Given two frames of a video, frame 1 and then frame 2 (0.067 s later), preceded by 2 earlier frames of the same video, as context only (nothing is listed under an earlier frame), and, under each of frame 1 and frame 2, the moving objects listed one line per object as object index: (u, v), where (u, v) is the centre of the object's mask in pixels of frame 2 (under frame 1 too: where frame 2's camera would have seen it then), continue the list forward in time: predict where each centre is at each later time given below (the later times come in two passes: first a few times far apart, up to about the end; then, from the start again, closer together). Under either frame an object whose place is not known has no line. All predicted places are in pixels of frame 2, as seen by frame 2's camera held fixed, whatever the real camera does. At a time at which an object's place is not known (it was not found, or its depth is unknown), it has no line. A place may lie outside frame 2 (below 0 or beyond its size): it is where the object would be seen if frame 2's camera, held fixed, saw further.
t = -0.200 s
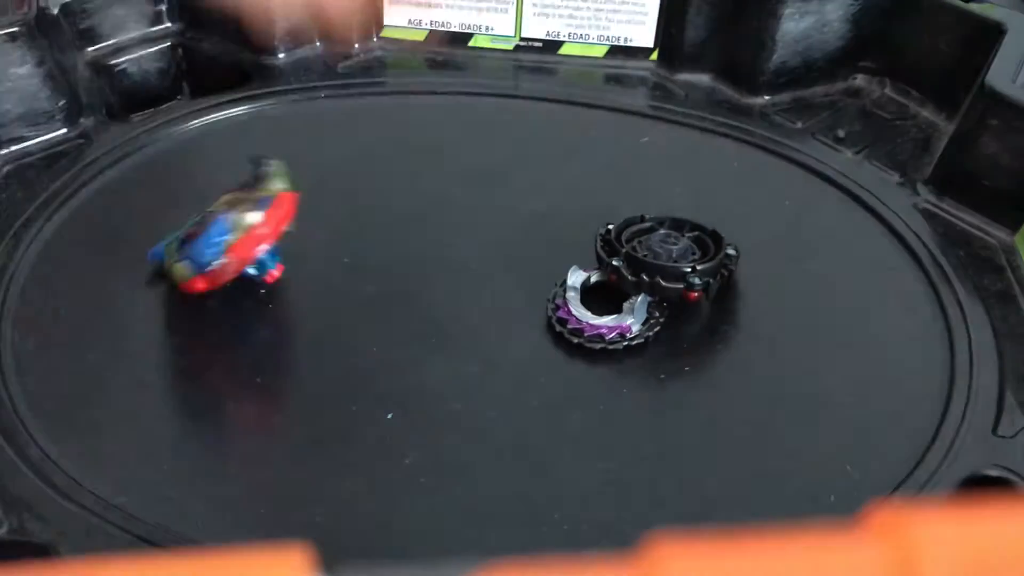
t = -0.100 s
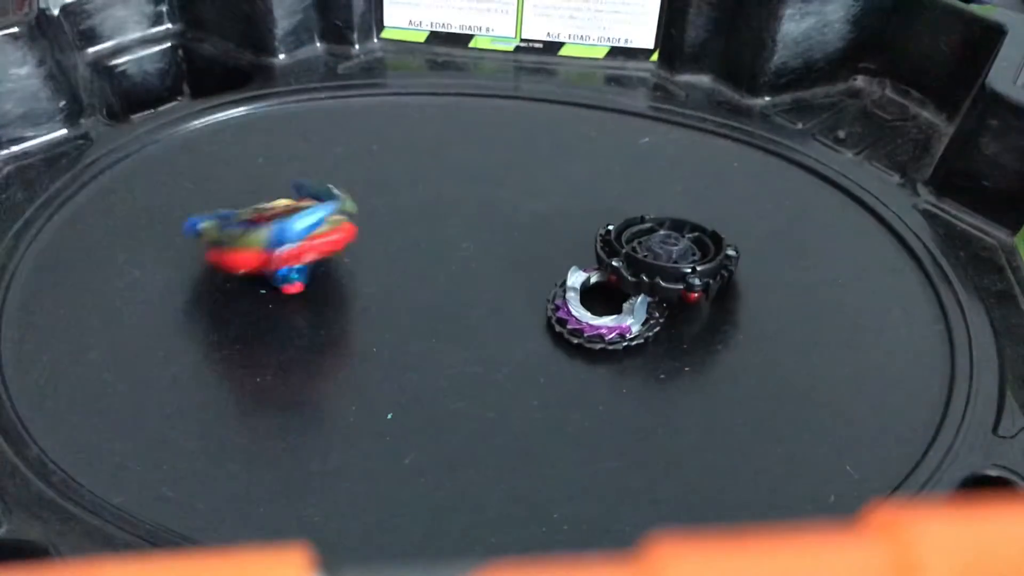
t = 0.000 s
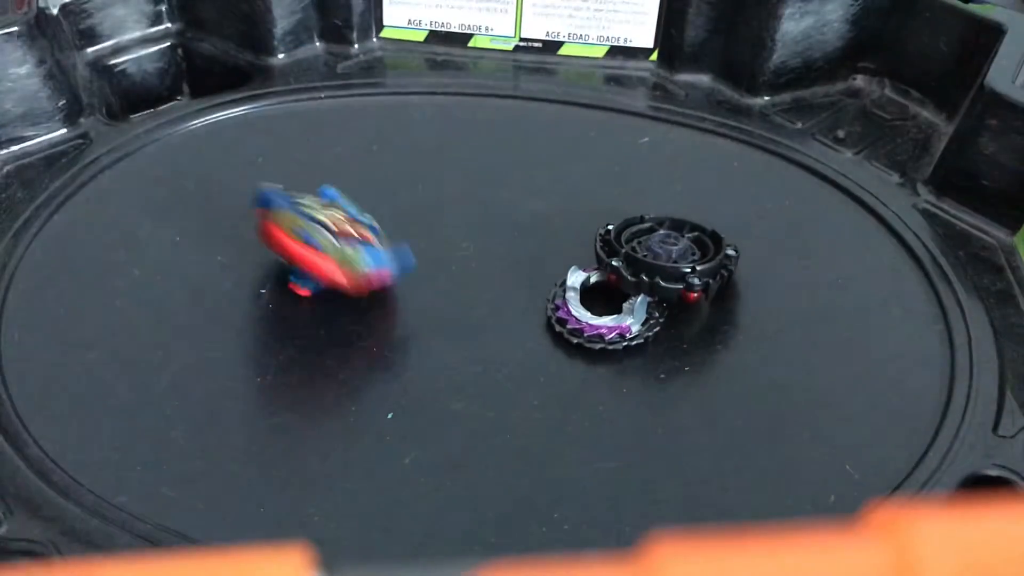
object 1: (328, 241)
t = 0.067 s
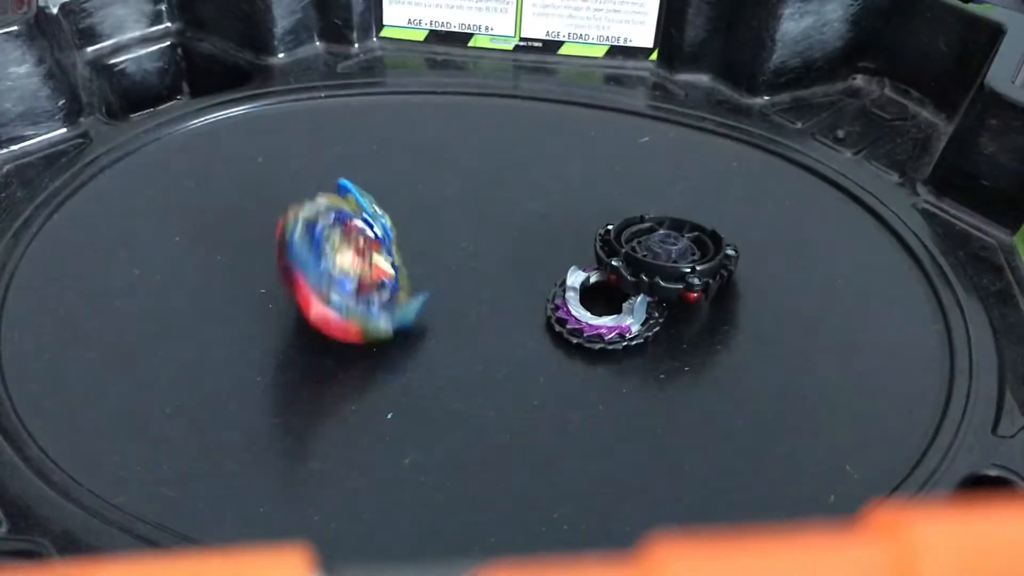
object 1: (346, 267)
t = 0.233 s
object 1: (295, 287)
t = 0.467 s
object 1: (300, 289)
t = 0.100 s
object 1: (342, 278)
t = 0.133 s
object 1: (330, 287)
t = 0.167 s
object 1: (318, 291)
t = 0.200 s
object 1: (305, 290)
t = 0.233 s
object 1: (295, 287)
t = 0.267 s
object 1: (288, 285)
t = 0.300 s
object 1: (284, 283)
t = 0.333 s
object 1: (283, 282)
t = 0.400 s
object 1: (286, 284)
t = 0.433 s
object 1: (291, 286)
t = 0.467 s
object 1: (300, 289)
